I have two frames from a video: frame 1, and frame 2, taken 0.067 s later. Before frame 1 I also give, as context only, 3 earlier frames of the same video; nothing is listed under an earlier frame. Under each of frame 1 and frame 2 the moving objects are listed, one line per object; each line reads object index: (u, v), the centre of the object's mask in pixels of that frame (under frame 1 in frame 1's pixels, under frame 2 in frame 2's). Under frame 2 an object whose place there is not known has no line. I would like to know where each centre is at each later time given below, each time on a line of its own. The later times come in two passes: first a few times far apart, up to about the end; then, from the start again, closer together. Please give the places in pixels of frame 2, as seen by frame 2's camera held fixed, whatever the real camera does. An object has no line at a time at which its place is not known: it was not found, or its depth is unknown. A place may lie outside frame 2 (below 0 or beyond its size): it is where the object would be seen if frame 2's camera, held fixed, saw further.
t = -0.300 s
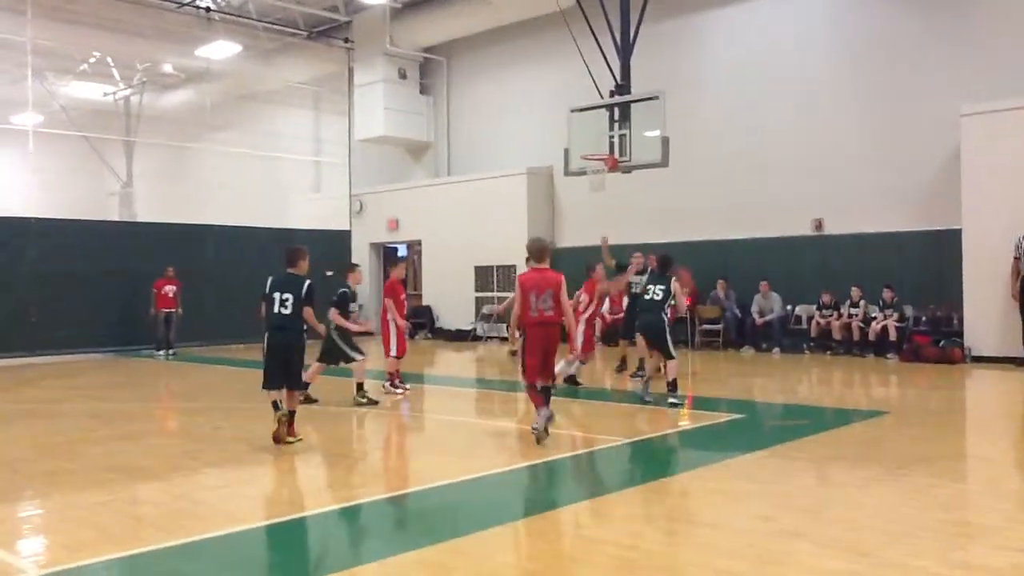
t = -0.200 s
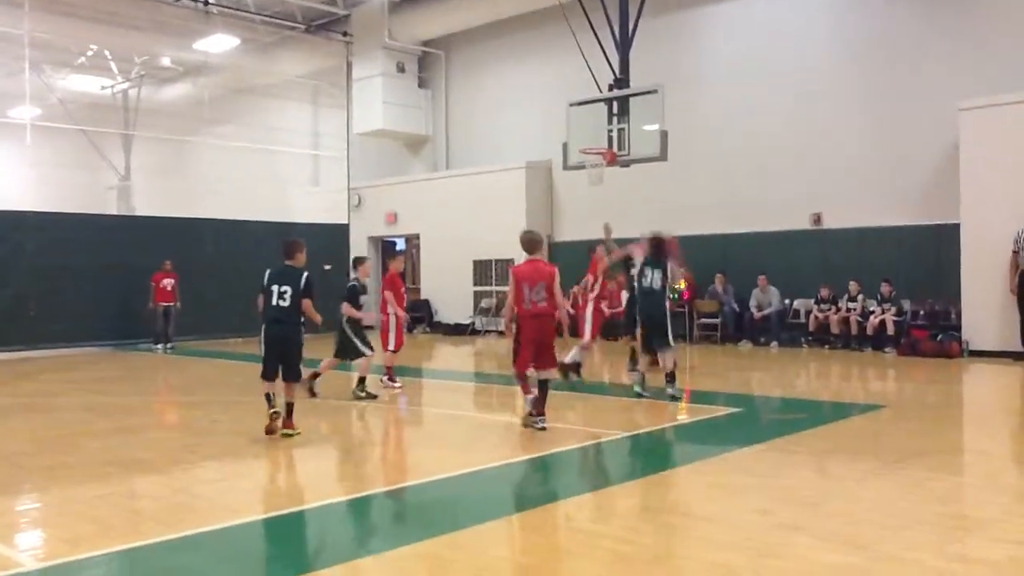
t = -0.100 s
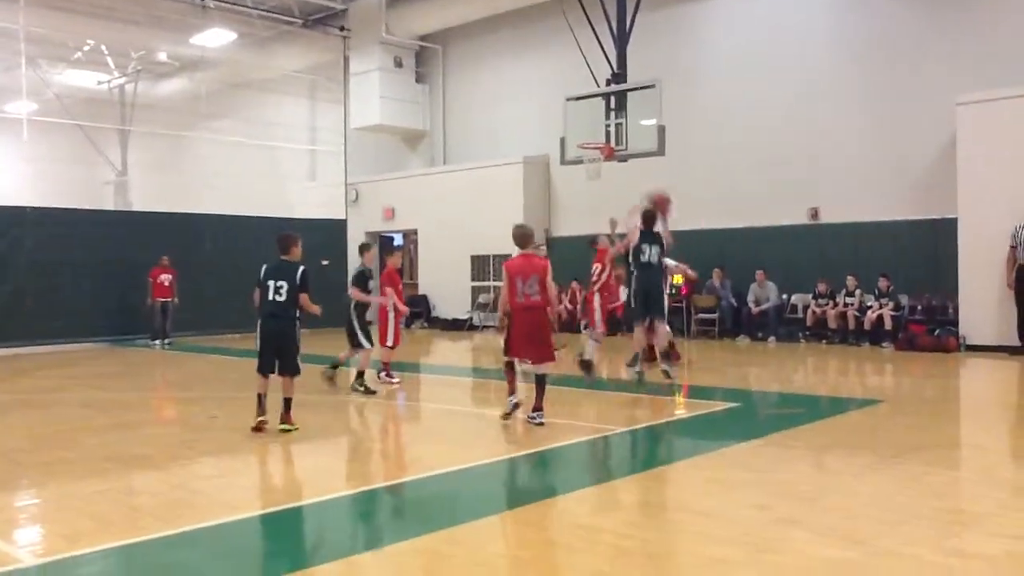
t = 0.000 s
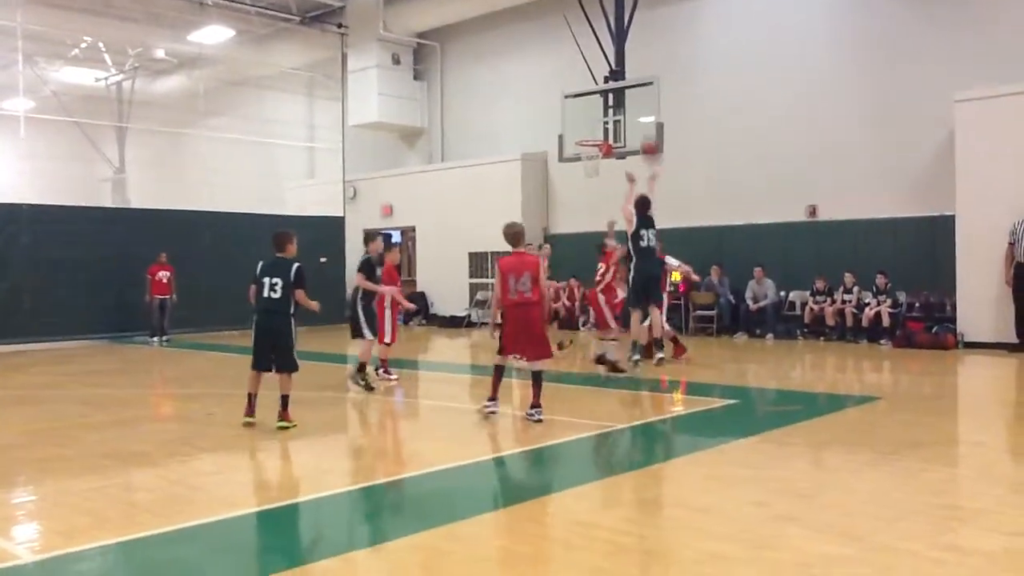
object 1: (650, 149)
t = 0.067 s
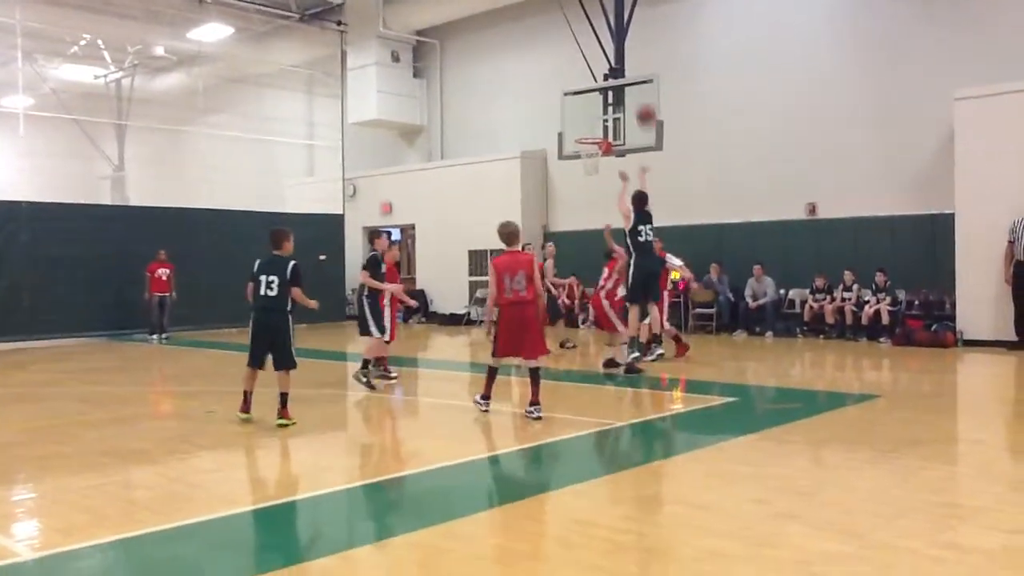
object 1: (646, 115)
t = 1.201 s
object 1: (589, 143)
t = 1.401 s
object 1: (591, 151)
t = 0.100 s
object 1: (643, 102)
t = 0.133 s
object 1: (641, 91)
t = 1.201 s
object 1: (589, 143)
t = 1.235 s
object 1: (589, 143)
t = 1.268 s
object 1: (588, 143)
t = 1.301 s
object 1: (588, 143)
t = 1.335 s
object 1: (588, 144)
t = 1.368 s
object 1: (589, 147)
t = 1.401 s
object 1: (591, 151)
